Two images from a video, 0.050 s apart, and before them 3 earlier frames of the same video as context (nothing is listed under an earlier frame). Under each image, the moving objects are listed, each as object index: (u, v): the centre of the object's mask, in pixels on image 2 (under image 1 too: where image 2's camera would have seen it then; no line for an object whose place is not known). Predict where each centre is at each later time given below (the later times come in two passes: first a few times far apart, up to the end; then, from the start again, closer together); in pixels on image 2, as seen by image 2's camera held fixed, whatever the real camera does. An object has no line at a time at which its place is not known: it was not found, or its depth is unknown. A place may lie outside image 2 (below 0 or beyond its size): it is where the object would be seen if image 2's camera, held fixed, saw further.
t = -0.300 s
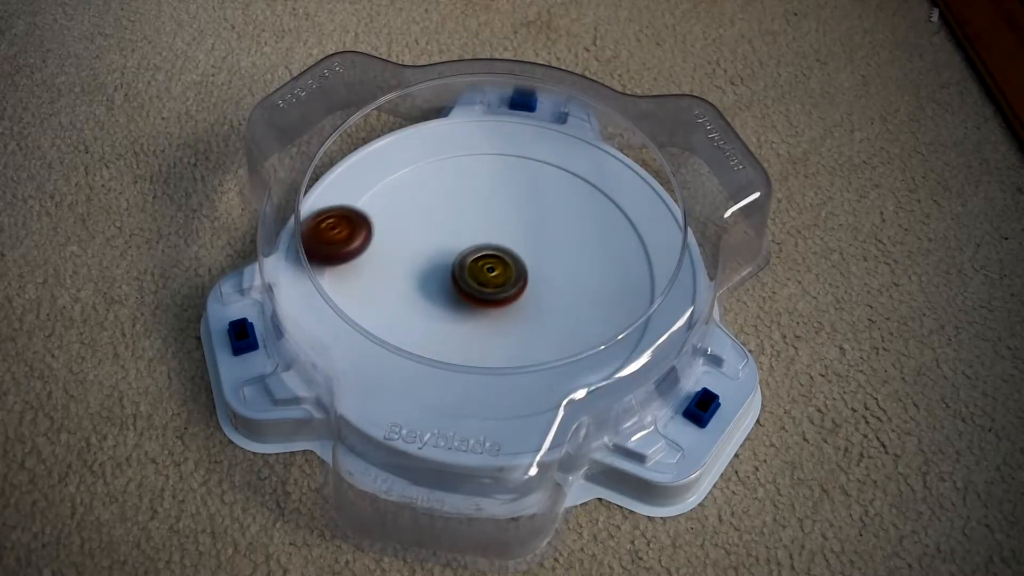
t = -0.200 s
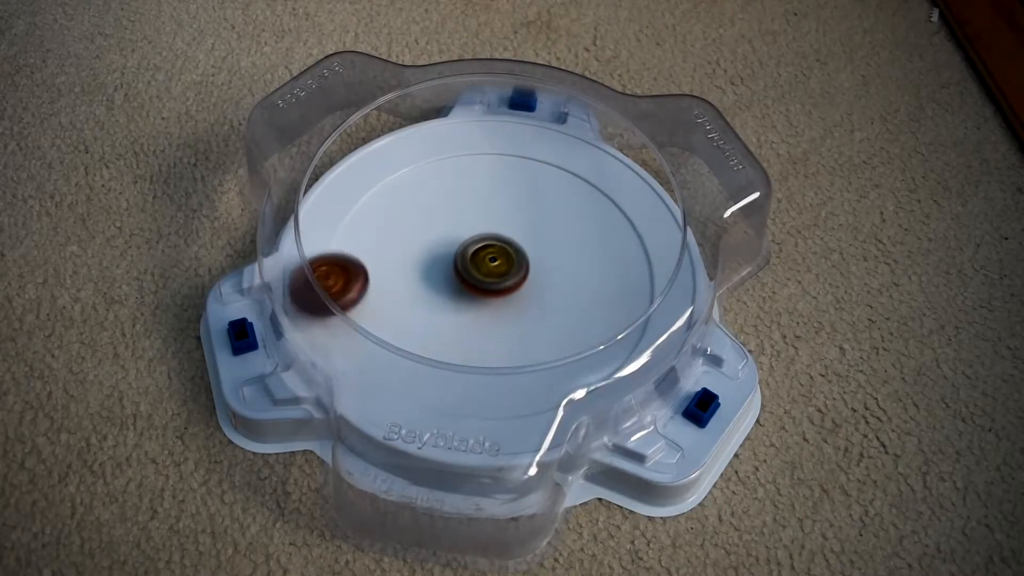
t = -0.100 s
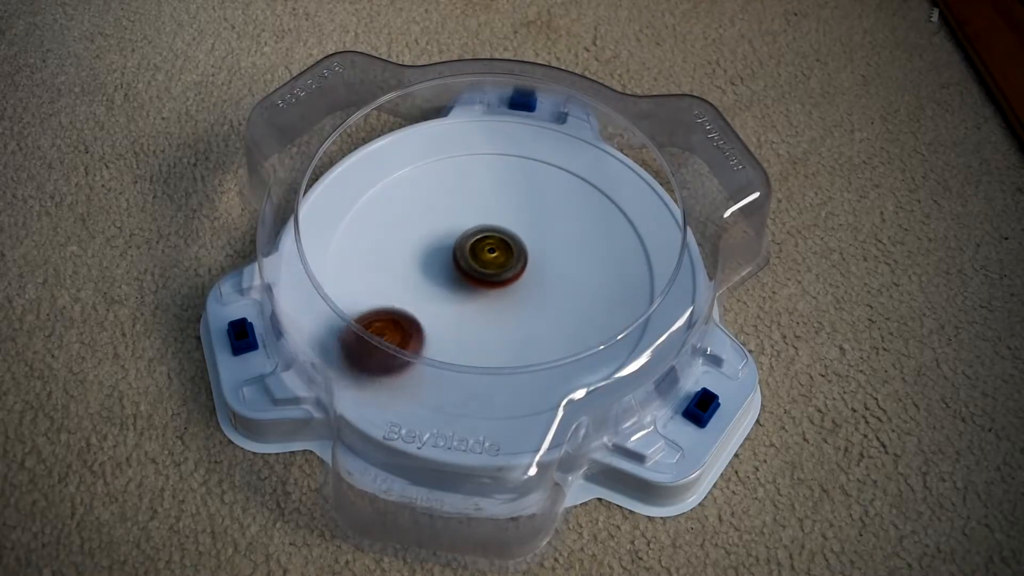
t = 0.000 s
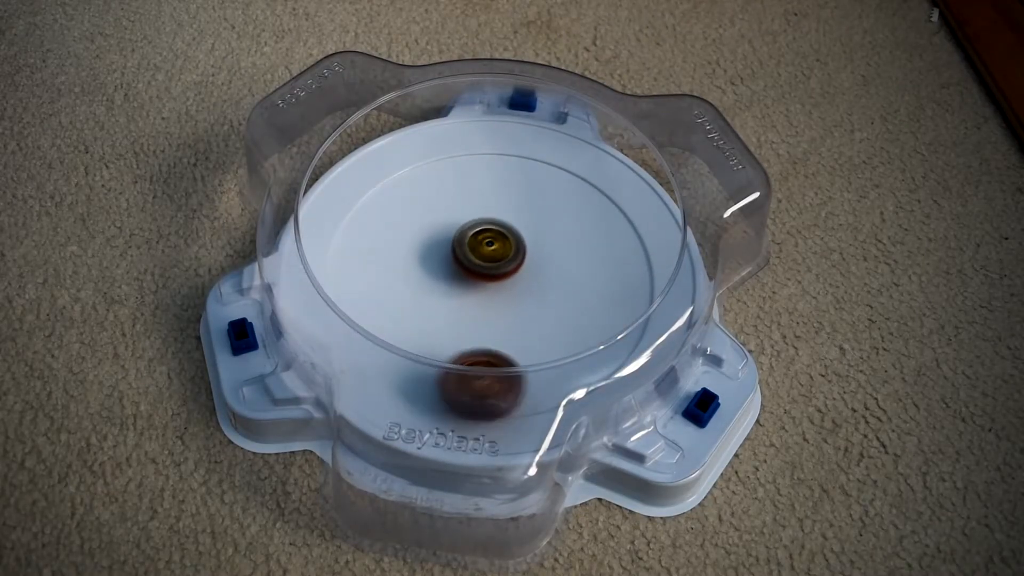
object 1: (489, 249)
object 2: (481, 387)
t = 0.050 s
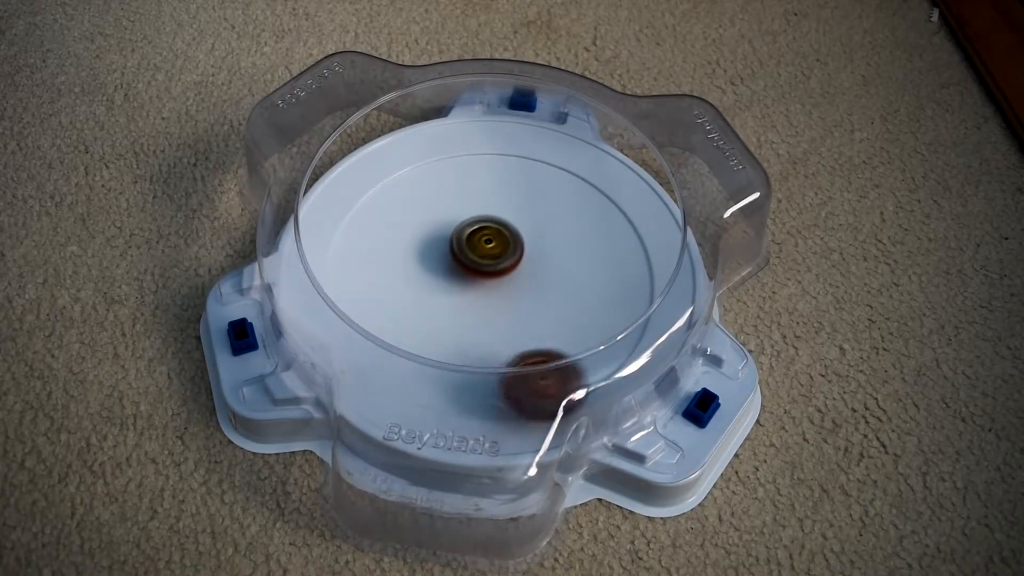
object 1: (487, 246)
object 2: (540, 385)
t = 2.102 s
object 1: (441, 257)
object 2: (404, 136)
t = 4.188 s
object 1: (497, 263)
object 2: (362, 206)
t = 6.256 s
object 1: (485, 263)
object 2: (400, 170)
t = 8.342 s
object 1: (488, 276)
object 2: (536, 170)
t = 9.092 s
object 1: (488, 267)
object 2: (567, 349)
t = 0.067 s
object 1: (486, 246)
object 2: (557, 375)
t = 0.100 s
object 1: (485, 244)
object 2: (591, 355)
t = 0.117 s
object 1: (485, 244)
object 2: (606, 342)
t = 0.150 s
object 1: (483, 243)
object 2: (630, 316)
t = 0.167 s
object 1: (483, 242)
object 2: (638, 300)
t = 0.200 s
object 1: (482, 241)
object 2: (646, 267)
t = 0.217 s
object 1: (481, 241)
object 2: (646, 251)
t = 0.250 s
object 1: (481, 240)
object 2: (638, 220)
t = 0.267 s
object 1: (480, 240)
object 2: (630, 206)
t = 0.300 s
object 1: (479, 240)
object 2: (605, 180)
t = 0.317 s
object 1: (479, 239)
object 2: (589, 168)
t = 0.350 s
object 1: (478, 239)
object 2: (554, 151)
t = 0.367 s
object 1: (478, 239)
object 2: (533, 145)
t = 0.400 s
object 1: (478, 239)
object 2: (491, 140)
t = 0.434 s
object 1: (477, 239)
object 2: (448, 143)
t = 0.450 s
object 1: (477, 240)
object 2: (423, 150)
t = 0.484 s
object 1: (476, 240)
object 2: (384, 168)
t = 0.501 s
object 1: (476, 240)
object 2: (363, 181)
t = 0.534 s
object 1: (477, 241)
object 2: (331, 209)
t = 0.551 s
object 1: (477, 242)
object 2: (312, 225)
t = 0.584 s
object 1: (478, 243)
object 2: (305, 265)
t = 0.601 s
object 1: (478, 244)
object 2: (311, 287)
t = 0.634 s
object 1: (478, 245)
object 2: (328, 332)
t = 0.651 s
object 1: (478, 246)
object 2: (337, 354)
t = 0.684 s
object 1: (479, 246)
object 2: (386, 388)
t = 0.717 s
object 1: (480, 247)
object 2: (444, 405)
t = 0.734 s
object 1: (480, 248)
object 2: (474, 418)
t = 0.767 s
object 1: (481, 249)
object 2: (533, 426)
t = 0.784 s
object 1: (482, 249)
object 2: (547, 412)
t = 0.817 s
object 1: (484, 252)
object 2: (556, 379)
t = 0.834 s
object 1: (485, 253)
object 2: (564, 364)
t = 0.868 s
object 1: (487, 255)
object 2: (574, 328)
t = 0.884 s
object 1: (488, 255)
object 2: (582, 313)
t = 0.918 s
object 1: (489, 256)
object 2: (588, 276)
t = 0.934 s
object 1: (490, 257)
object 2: (588, 257)
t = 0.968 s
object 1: (492, 258)
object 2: (584, 216)
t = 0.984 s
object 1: (493, 259)
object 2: (580, 199)
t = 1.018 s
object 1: (495, 260)
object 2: (567, 164)
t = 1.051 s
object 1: (496, 261)
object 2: (548, 133)
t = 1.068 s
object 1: (497, 262)
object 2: (537, 122)
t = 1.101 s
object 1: (498, 263)
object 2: (505, 128)
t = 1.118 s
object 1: (499, 263)
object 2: (487, 131)
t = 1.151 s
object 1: (501, 264)
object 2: (450, 144)
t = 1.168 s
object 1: (501, 264)
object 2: (432, 151)
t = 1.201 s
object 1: (503, 264)
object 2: (394, 169)
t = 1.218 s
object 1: (504, 264)
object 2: (375, 179)
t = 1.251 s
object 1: (505, 265)
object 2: (344, 202)
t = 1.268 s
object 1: (506, 265)
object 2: (334, 217)
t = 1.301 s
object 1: (507, 266)
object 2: (310, 252)
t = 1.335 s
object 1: (508, 266)
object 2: (309, 287)
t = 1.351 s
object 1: (509, 266)
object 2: (319, 306)
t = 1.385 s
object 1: (509, 267)
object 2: (348, 343)
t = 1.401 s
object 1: (510, 267)
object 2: (365, 361)
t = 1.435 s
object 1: (510, 267)
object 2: (405, 393)
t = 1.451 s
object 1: (510, 268)
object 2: (428, 401)
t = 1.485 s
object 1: (510, 268)
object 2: (476, 426)
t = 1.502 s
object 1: (510, 269)
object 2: (502, 430)
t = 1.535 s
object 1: (510, 269)
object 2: (539, 419)
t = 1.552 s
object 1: (510, 270)
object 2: (546, 410)
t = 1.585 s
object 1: (511, 271)
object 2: (555, 377)
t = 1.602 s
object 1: (511, 271)
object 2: (559, 365)
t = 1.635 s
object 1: (511, 272)
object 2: (566, 334)
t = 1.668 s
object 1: (511, 272)
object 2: (576, 309)
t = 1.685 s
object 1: (506, 270)
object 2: (584, 296)
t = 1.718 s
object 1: (492, 260)
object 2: (598, 271)
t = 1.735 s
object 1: (485, 256)
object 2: (603, 258)
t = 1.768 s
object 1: (474, 251)
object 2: (608, 231)
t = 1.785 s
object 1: (468, 248)
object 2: (609, 217)
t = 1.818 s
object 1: (460, 246)
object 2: (605, 192)
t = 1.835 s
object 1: (456, 245)
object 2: (602, 181)
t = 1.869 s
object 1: (451, 245)
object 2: (589, 160)
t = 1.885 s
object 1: (449, 246)
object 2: (580, 151)
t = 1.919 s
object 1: (446, 247)
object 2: (562, 136)
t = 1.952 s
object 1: (443, 249)
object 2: (539, 122)
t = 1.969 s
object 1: (443, 250)
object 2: (525, 120)
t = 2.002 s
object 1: (442, 252)
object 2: (495, 120)
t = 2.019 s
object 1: (441, 253)
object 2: (480, 120)
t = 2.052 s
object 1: (441, 255)
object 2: (449, 123)
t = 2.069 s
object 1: (441, 255)
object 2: (434, 126)
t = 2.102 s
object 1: (441, 257)
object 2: (404, 136)
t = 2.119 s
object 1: (442, 259)
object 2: (391, 142)
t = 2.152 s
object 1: (442, 261)
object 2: (363, 158)
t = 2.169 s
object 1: (443, 262)
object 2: (351, 167)
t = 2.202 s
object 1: (444, 264)
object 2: (334, 189)
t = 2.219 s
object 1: (444, 265)
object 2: (328, 202)
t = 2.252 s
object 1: (446, 267)
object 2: (311, 228)
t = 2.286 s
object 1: (447, 269)
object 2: (316, 260)
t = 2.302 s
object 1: (448, 270)
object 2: (320, 277)
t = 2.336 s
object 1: (450, 272)
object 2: (333, 311)
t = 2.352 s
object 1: (450, 273)
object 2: (344, 327)
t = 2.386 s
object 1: (452, 274)
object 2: (370, 357)
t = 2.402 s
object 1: (453, 275)
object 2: (386, 371)
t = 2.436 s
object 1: (454, 276)
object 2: (424, 394)
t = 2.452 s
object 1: (455, 277)
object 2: (444, 402)
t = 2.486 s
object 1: (457, 277)
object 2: (488, 413)
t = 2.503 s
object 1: (458, 278)
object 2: (510, 421)
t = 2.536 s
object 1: (460, 279)
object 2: (551, 418)
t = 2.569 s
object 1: (463, 280)
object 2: (566, 394)
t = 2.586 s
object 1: (465, 281)
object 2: (575, 381)
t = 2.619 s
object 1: (468, 282)
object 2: (587, 355)
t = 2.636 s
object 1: (470, 282)
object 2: (593, 344)
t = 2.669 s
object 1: (473, 282)
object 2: (600, 315)
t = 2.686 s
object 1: (474, 282)
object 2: (607, 304)
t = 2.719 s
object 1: (477, 282)
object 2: (610, 275)
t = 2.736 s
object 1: (478, 281)
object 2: (609, 260)
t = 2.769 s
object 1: (481, 281)
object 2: (602, 232)
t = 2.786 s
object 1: (483, 281)
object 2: (597, 220)
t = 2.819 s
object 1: (486, 280)
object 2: (584, 194)
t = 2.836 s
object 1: (487, 280)
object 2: (575, 182)
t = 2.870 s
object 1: (490, 278)
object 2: (554, 161)
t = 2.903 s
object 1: (492, 277)
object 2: (529, 145)
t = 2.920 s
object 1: (493, 276)
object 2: (516, 138)
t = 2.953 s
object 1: (495, 275)
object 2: (488, 129)
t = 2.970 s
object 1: (496, 274)
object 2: (473, 125)
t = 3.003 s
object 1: (497, 273)
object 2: (442, 121)
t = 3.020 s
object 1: (498, 273)
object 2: (427, 125)
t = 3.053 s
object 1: (500, 271)
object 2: (402, 136)
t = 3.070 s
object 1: (500, 271)
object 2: (389, 142)
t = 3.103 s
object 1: (503, 269)
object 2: (366, 157)
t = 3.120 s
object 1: (503, 269)
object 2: (354, 166)
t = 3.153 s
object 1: (505, 267)
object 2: (336, 188)
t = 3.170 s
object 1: (506, 266)
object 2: (331, 200)
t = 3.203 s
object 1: (507, 265)
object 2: (314, 225)
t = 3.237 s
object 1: (507, 264)
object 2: (308, 252)
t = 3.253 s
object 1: (508, 263)
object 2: (305, 267)
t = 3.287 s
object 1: (508, 262)
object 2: (311, 297)
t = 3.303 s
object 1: (509, 261)
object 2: (317, 312)
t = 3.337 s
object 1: (510, 260)
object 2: (334, 342)
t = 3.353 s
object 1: (510, 260)
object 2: (345, 356)
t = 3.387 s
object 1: (511, 259)
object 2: (377, 383)
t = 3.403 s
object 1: (511, 258)
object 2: (395, 394)
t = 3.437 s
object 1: (511, 257)
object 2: (439, 405)
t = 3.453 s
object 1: (511, 256)
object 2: (459, 409)
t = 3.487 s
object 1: (511, 256)
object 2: (508, 421)
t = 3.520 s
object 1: (511, 255)
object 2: (551, 420)
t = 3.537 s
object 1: (512, 254)
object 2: (560, 407)
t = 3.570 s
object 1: (512, 254)
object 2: (583, 380)
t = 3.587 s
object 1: (512, 253)
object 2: (591, 365)
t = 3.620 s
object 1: (511, 252)
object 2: (606, 340)
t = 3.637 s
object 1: (510, 252)
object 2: (613, 326)
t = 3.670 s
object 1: (509, 252)
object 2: (618, 296)
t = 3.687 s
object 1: (509, 253)
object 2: (620, 284)
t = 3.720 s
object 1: (508, 253)
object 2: (620, 256)
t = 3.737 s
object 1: (508, 253)
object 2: (618, 244)
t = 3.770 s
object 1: (507, 252)
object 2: (610, 219)
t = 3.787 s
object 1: (506, 252)
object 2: (605, 206)
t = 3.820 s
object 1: (505, 253)
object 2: (591, 183)
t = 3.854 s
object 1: (504, 254)
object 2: (575, 164)
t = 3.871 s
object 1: (504, 254)
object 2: (565, 155)
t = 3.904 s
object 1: (503, 255)
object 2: (541, 141)
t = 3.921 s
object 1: (503, 255)
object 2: (528, 138)
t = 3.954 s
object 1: (502, 256)
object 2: (502, 131)
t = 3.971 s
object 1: (501, 256)
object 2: (488, 127)
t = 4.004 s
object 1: (500, 257)
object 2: (462, 120)
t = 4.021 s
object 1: (500, 258)
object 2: (449, 120)
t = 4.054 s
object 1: (500, 259)
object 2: (425, 132)
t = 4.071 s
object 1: (500, 259)
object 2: (415, 138)
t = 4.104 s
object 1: (499, 260)
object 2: (396, 152)
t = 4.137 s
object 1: (498, 261)
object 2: (380, 171)
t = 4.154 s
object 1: (497, 261)
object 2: (373, 182)
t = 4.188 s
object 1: (497, 263)
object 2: (362, 206)
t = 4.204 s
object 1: (497, 263)
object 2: (358, 219)
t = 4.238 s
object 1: (496, 264)
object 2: (352, 243)
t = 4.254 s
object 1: (495, 265)
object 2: (352, 257)
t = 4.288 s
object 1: (494, 266)
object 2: (360, 281)
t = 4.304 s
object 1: (494, 267)
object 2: (365, 292)
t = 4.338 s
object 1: (494, 268)
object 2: (376, 319)
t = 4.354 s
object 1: (494, 269)
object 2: (385, 330)
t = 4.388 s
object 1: (493, 269)
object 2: (407, 351)
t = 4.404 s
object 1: (492, 270)
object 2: (420, 359)
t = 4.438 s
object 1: (492, 272)
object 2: (448, 372)
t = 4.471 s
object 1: (493, 273)
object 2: (481, 381)
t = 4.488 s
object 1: (493, 273)
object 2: (497, 383)
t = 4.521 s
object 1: (492, 274)
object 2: (529, 384)
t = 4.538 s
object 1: (492, 275)
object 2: (544, 381)
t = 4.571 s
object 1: (492, 276)
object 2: (575, 376)
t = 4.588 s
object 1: (492, 276)
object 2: (588, 370)
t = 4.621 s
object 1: (492, 277)
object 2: (609, 353)
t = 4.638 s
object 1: (492, 277)
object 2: (621, 341)
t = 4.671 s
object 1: (491, 279)
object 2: (633, 317)
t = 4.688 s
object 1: (491, 279)
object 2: (639, 305)
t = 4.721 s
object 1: (492, 280)
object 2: (645, 282)
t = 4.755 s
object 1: (492, 280)
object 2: (645, 260)
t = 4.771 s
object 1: (491, 280)
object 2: (645, 249)
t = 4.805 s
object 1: (491, 282)
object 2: (637, 230)
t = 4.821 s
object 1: (492, 282)
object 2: (631, 221)
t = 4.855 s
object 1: (492, 282)
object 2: (617, 205)
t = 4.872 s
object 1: (492, 282)
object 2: (609, 197)
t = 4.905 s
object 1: (491, 282)
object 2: (589, 185)
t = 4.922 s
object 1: (492, 283)
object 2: (581, 180)
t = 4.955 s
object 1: (492, 282)
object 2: (557, 171)
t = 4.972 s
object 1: (492, 282)
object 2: (547, 168)
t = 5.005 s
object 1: (492, 282)
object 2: (522, 163)
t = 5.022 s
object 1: (492, 282)
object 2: (510, 163)
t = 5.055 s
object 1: (492, 282)
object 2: (485, 162)
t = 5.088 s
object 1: (492, 281)
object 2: (460, 166)
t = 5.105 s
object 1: (492, 281)
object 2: (448, 169)
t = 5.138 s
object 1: (492, 281)
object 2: (424, 178)
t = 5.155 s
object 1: (492, 281)
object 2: (415, 181)
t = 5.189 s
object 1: (491, 279)
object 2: (394, 195)
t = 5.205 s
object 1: (491, 279)
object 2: (387, 202)
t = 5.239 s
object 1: (491, 279)
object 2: (370, 219)
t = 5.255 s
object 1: (490, 279)
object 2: (365, 228)
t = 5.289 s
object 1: (490, 277)
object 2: (355, 248)
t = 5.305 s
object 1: (489, 277)
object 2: (352, 259)
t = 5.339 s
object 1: (489, 277)
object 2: (354, 278)
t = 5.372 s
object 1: (489, 276)
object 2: (356, 300)
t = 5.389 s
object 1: (488, 275)
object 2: (360, 309)
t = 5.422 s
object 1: (487, 275)
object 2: (371, 332)
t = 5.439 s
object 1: (487, 275)
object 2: (380, 340)
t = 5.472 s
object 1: (487, 273)
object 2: (399, 357)
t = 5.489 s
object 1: (486, 273)
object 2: (410, 363)
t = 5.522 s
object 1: (485, 272)
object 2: (434, 375)
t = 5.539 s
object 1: (485, 272)
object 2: (448, 379)
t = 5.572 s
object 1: (484, 271)
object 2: (476, 384)
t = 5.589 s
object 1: (484, 271)
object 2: (492, 384)
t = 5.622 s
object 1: (483, 271)
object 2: (519, 381)
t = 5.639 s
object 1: (483, 270)
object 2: (534, 378)
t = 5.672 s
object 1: (482, 269)
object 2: (558, 367)
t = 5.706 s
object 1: (481, 269)
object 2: (583, 353)
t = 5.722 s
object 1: (481, 269)
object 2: (591, 346)
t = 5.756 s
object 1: (481, 268)
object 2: (609, 326)
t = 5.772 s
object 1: (480, 268)
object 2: (608, 312)
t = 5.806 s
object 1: (480, 268)
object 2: (621, 294)
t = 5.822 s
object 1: (481, 268)
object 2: (623, 284)
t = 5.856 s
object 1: (480, 266)
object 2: (624, 262)
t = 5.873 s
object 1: (480, 266)
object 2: (621, 252)
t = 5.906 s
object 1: (480, 266)
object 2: (615, 231)
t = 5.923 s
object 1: (481, 266)
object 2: (608, 222)
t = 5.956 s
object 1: (480, 265)
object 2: (596, 204)
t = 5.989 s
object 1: (481, 265)
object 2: (580, 188)
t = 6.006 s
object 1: (481, 265)
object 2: (571, 181)
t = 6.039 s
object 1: (481, 264)
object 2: (551, 170)
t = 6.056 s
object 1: (481, 264)
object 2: (539, 165)
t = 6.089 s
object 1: (482, 264)
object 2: (517, 158)
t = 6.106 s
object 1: (482, 263)
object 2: (504, 155)
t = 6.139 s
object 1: (482, 264)
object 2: (480, 153)
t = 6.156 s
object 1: (483, 264)
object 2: (468, 152)
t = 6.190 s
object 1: (483, 263)
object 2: (445, 155)
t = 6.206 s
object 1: (483, 263)
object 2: (432, 157)
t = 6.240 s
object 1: (485, 263)
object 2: (410, 165)
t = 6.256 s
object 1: (485, 263)
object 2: (400, 170)
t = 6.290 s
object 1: (485, 262)
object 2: (381, 183)
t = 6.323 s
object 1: (487, 263)
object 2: (364, 197)
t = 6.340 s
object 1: (488, 262)
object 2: (359, 206)
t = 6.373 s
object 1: (488, 262)
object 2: (347, 225)
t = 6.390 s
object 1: (488, 262)
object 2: (344, 236)
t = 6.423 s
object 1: (490, 262)
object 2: (343, 256)
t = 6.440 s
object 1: (490, 261)
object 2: (346, 267)
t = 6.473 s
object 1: (491, 262)
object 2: (347, 290)
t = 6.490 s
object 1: (492, 261)
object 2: (353, 301)
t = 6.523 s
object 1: (492, 261)
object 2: (366, 321)
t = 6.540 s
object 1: (492, 261)
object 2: (375, 332)
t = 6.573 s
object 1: (494, 261)
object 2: (396, 348)
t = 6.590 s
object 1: (494, 261)
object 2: (409, 355)
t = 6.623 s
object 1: (495, 261)
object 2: (435, 366)
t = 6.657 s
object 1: (496, 261)
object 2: (465, 372)
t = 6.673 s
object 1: (496, 261)
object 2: (479, 374)
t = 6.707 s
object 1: (497, 261)
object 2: (510, 372)
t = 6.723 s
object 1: (498, 261)
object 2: (524, 372)
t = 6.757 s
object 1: (498, 261)
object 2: (550, 363)
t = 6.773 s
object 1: (498, 261)
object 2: (564, 358)
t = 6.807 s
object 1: (499, 260)
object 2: (585, 346)
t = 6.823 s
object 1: (499, 261)
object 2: (597, 338)
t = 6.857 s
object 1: (500, 261)
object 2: (606, 315)
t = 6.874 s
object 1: (500, 261)
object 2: (615, 307)
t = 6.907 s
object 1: (500, 261)
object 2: (627, 290)
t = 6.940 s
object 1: (502, 261)
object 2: (634, 270)
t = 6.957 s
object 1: (501, 261)
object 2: (636, 261)
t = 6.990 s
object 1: (501, 261)
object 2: (633, 240)
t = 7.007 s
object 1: (502, 261)
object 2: (632, 230)
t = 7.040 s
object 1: (502, 261)
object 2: (622, 212)
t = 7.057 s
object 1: (502, 262)
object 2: (617, 203)
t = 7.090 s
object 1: (503, 261)
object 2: (603, 187)
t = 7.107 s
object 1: (502, 262)
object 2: (595, 179)
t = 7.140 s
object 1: (503, 262)
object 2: (577, 167)
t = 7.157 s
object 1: (503, 262)
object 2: (567, 161)
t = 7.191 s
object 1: (503, 262)
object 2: (545, 154)
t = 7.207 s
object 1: (503, 263)
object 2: (534, 151)
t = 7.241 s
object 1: (503, 263)
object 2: (511, 148)
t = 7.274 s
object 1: (503, 264)
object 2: (487, 149)
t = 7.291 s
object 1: (503, 264)
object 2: (475, 149)
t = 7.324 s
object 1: (502, 264)
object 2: (453, 155)
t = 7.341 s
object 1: (502, 265)
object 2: (442, 158)
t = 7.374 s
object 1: (502, 264)
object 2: (420, 168)
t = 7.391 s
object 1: (501, 265)
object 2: (410, 174)
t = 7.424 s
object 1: (502, 266)
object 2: (393, 188)
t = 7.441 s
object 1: (501, 265)
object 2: (385, 196)
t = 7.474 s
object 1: (500, 267)
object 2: (372, 213)
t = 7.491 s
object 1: (501, 267)
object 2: (367, 223)
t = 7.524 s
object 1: (499, 267)
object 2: (360, 243)
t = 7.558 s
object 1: (500, 268)
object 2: (357, 265)
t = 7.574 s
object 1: (499, 268)
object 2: (358, 274)
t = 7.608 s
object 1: (499, 269)
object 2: (367, 293)
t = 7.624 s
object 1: (499, 269)
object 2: (371, 302)
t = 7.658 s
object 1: (498, 269)
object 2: (379, 326)
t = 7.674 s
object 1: (498, 270)
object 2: (386, 336)
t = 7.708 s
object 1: (497, 270)
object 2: (406, 352)
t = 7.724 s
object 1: (497, 271)
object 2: (416, 360)
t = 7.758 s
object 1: (497, 271)
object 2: (439, 371)
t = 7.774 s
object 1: (496, 271)
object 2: (453, 376)
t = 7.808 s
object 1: (496, 272)
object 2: (480, 381)
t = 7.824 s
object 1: (496, 272)
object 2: (495, 383)
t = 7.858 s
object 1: (495, 273)
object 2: (523, 382)
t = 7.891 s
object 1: (495, 273)
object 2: (547, 374)
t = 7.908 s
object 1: (494, 273)
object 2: (562, 370)
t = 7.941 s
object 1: (494, 275)
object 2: (585, 359)
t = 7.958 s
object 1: (494, 274)
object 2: (595, 351)
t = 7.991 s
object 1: (493, 275)
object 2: (612, 335)
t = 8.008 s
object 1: (493, 276)
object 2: (619, 327)
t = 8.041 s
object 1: (491, 276)
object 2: (627, 307)
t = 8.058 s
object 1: (492, 276)
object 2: (626, 295)
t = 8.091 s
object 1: (491, 276)
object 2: (633, 278)
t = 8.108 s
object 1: (491, 276)
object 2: (632, 269)
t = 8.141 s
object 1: (491, 276)
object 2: (629, 249)
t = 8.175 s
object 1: (490, 277)
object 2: (621, 231)
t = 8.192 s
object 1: (490, 277)
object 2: (614, 222)
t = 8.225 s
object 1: (489, 276)
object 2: (602, 206)
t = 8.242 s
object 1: (489, 277)
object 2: (594, 200)
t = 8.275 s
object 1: (489, 276)
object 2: (576, 187)
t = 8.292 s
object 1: (488, 277)
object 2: (567, 182)
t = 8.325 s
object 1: (489, 276)
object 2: (547, 174)
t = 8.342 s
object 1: (488, 276)
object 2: (536, 170)
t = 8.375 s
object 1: (488, 276)
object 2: (514, 165)
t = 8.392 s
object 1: (488, 276)
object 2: (502, 163)
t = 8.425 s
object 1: (488, 276)
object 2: (480, 162)
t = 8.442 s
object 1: (488, 276)
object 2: (468, 163)
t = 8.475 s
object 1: (487, 276)
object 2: (446, 166)
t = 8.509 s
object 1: (487, 275)
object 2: (425, 172)
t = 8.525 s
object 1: (486, 275)
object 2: (414, 177)
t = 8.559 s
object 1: (487, 275)
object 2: (396, 187)
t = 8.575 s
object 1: (486, 274)
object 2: (387, 193)
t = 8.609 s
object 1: (487, 275)
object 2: (372, 206)
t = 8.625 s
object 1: (486, 274)
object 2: (366, 216)
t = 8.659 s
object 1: (486, 274)
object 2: (355, 232)
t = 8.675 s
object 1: (487, 274)
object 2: (353, 241)
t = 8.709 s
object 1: (486, 274)
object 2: (349, 261)
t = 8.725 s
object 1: (487, 273)
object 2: (350, 269)
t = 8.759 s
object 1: (486, 273)
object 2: (358, 288)
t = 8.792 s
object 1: (487, 272)
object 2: (361, 310)
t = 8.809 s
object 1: (486, 271)
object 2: (367, 318)
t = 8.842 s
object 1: (487, 271)
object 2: (384, 336)
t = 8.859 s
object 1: (486, 270)
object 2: (392, 343)
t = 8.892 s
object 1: (487, 270)
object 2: (416, 357)
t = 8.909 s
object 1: (487, 270)
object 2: (426, 362)
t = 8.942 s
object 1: (487, 270)
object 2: (452, 369)
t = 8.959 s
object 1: (488, 269)
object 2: (467, 371)
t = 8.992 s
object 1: (487, 269)
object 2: (493, 372)
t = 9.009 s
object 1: (488, 269)
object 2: (508, 370)
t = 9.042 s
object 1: (487, 268)
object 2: (533, 365)
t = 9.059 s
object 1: (488, 268)
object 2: (545, 359)
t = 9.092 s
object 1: (488, 267)
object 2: (567, 349)
